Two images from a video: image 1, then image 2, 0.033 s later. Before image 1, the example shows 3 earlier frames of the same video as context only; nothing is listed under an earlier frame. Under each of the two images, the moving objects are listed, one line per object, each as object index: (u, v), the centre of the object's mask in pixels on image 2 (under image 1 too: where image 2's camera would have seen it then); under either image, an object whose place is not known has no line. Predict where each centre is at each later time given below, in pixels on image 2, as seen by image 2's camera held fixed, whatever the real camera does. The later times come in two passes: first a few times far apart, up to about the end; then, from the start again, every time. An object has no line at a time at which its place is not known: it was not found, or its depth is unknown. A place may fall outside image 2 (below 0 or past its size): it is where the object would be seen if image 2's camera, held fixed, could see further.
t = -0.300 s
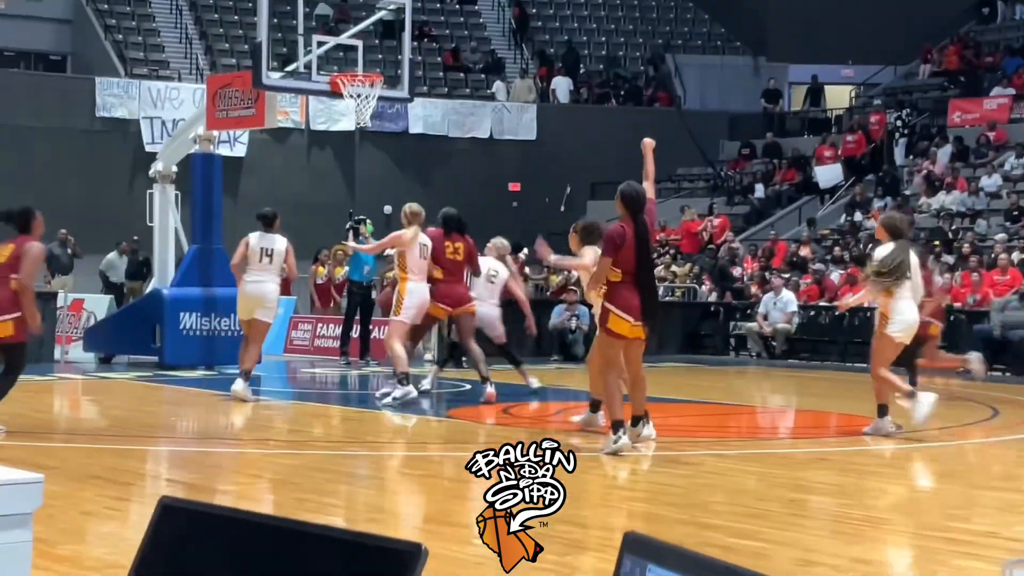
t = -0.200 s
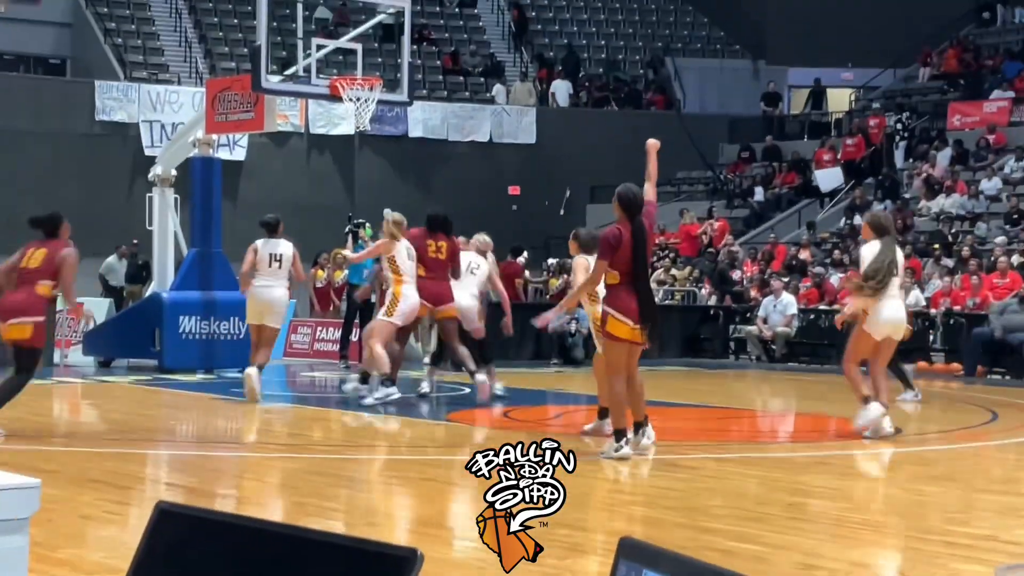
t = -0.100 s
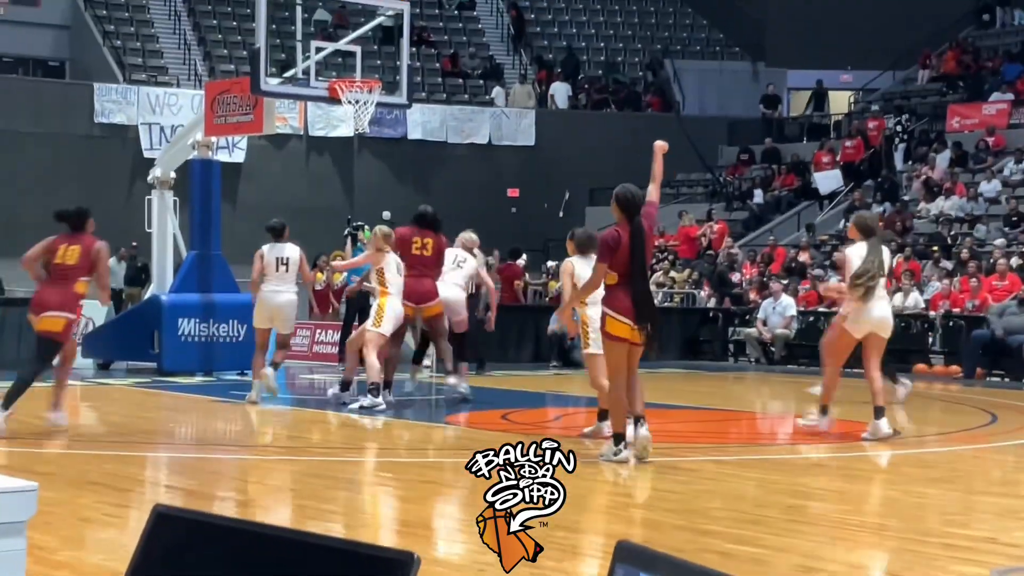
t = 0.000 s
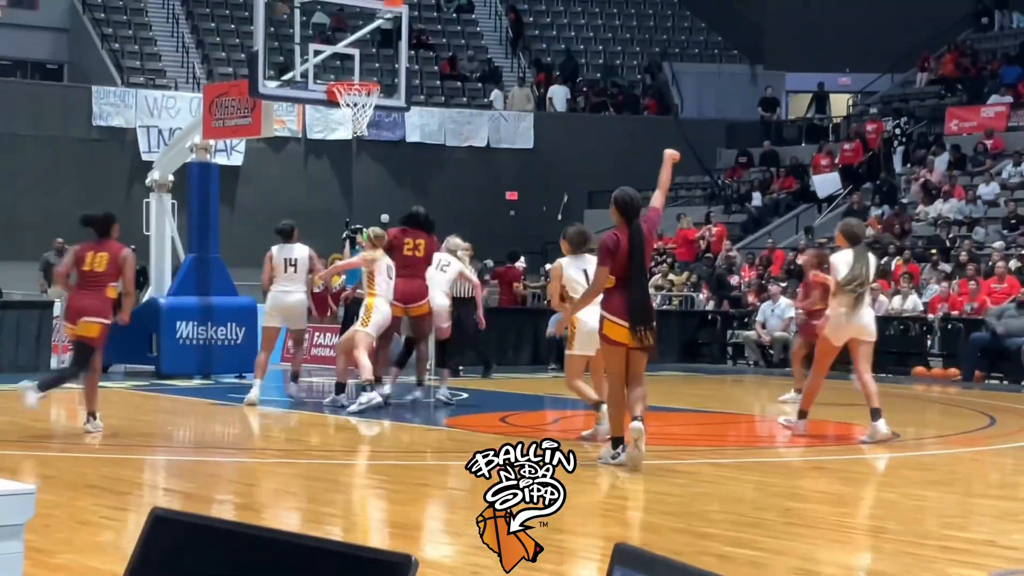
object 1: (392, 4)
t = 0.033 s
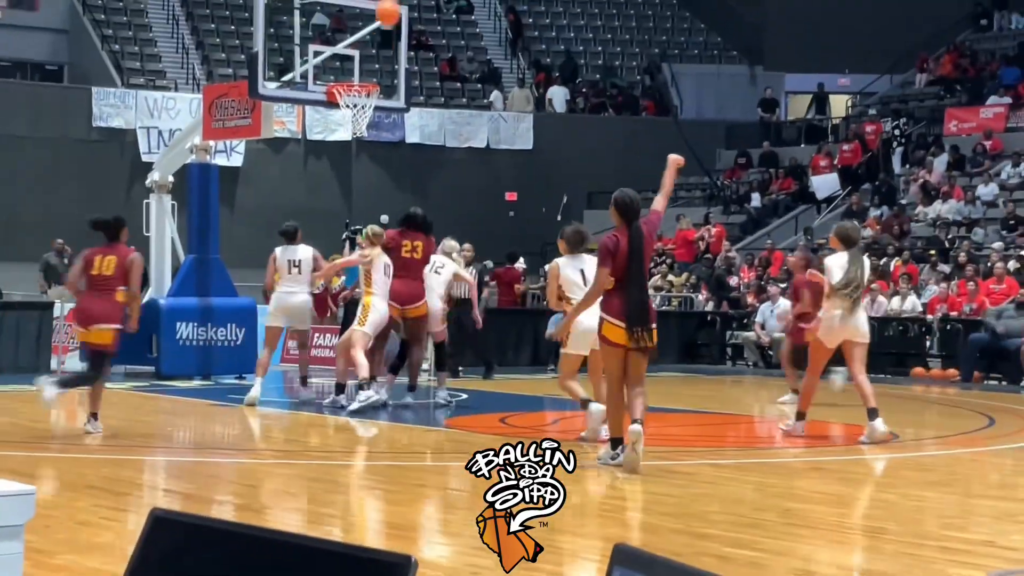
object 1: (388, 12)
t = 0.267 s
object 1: (388, 65)
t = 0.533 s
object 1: (464, 60)
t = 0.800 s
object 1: (539, 124)
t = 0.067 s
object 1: (383, 31)
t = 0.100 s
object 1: (378, 48)
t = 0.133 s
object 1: (373, 68)
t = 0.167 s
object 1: (372, 76)
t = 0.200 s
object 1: (374, 74)
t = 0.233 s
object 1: (379, 70)
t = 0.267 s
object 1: (388, 65)
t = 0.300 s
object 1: (398, 61)
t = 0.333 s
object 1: (408, 58)
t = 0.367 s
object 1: (417, 56)
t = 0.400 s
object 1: (426, 54)
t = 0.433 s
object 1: (436, 54)
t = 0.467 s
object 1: (446, 55)
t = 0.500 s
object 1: (455, 57)
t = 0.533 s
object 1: (464, 60)
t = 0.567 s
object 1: (474, 65)
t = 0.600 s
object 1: (483, 70)
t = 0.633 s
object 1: (492, 76)
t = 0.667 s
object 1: (501, 83)
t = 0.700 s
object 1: (510, 92)
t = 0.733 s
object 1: (519, 102)
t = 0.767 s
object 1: (530, 112)
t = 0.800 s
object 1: (539, 124)
